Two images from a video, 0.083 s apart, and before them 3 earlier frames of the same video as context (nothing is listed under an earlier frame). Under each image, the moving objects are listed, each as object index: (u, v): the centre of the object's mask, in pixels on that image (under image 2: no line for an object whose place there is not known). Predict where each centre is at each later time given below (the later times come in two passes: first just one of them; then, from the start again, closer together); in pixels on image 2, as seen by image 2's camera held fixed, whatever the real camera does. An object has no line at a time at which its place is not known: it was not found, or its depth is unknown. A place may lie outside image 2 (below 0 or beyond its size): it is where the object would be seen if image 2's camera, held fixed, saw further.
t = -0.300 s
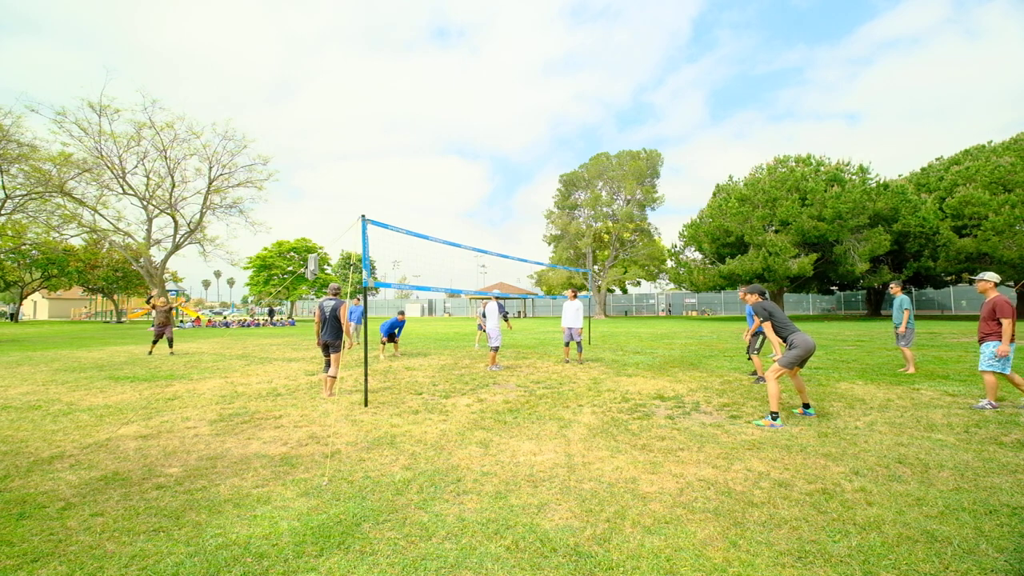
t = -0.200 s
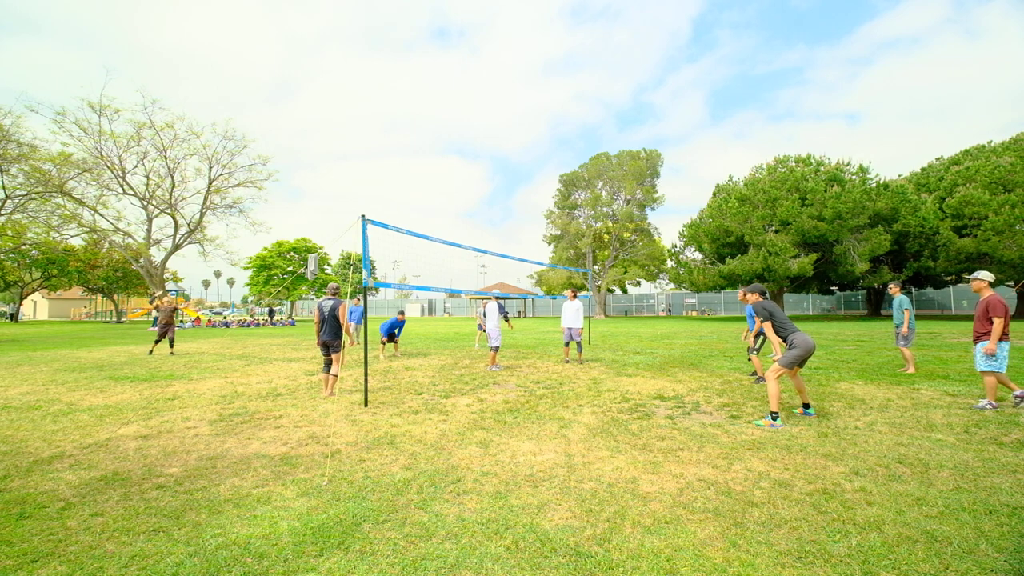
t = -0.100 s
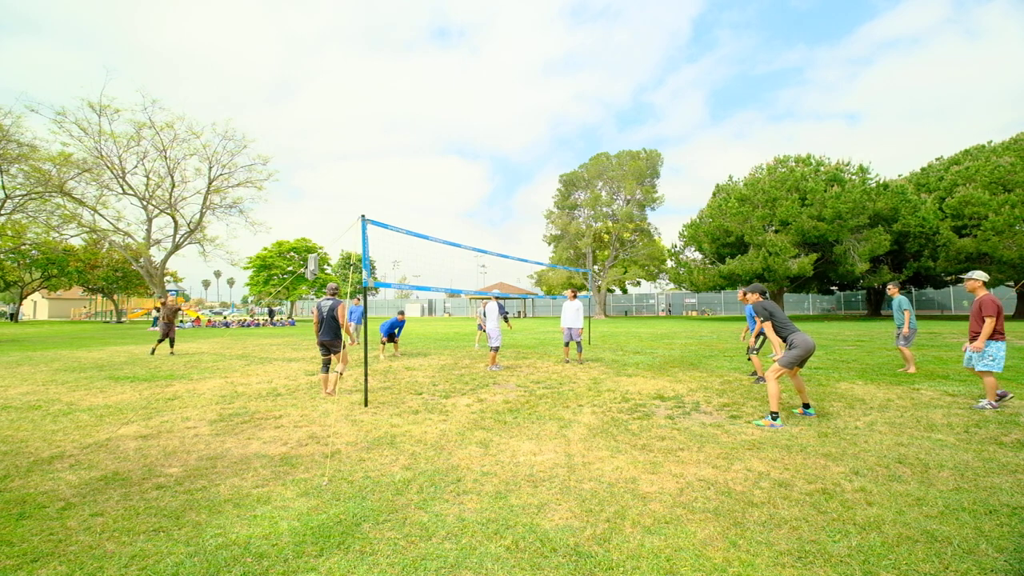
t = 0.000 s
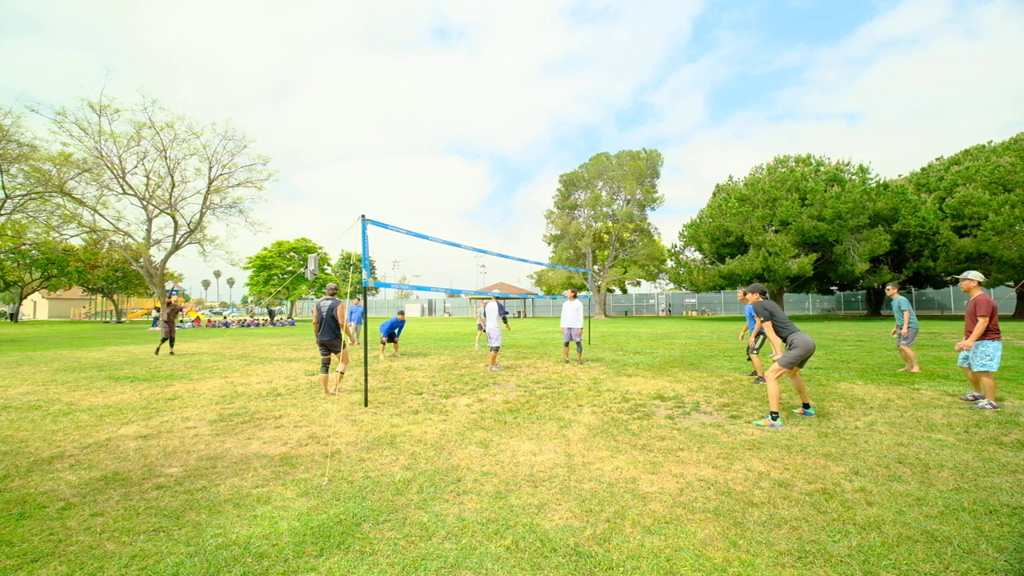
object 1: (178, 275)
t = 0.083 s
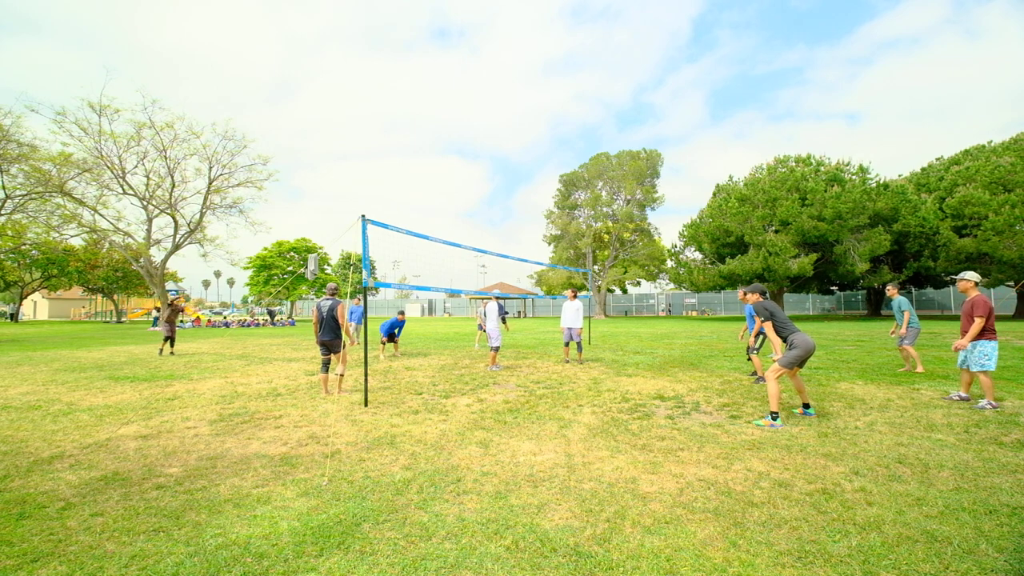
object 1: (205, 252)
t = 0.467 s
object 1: (320, 173)
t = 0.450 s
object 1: (315, 176)
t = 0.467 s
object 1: (320, 173)
